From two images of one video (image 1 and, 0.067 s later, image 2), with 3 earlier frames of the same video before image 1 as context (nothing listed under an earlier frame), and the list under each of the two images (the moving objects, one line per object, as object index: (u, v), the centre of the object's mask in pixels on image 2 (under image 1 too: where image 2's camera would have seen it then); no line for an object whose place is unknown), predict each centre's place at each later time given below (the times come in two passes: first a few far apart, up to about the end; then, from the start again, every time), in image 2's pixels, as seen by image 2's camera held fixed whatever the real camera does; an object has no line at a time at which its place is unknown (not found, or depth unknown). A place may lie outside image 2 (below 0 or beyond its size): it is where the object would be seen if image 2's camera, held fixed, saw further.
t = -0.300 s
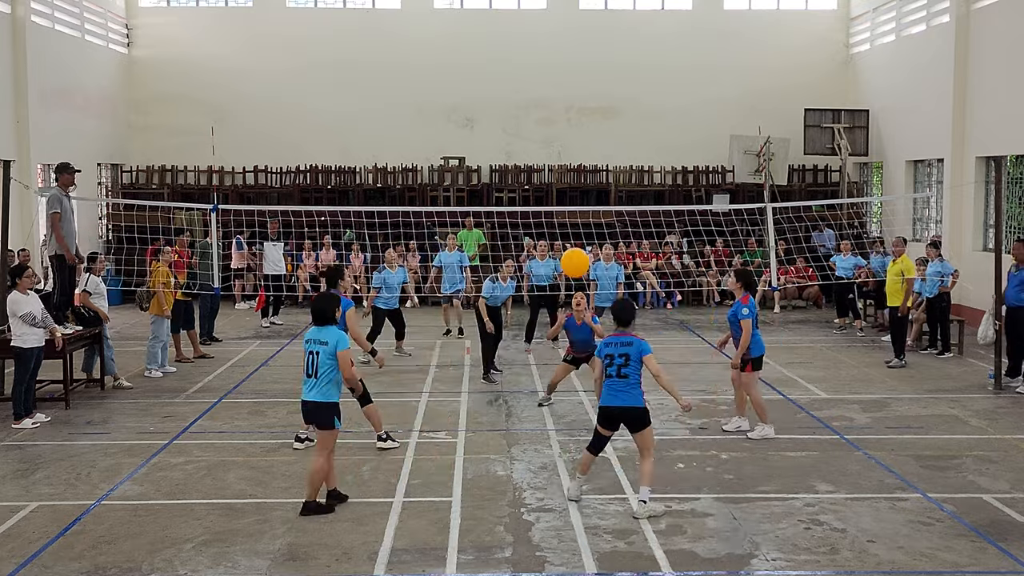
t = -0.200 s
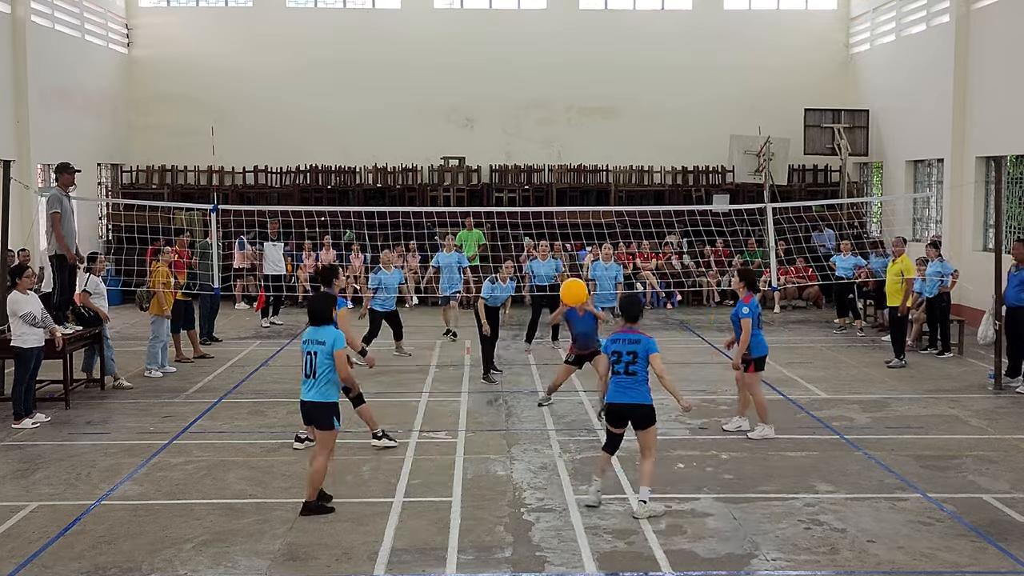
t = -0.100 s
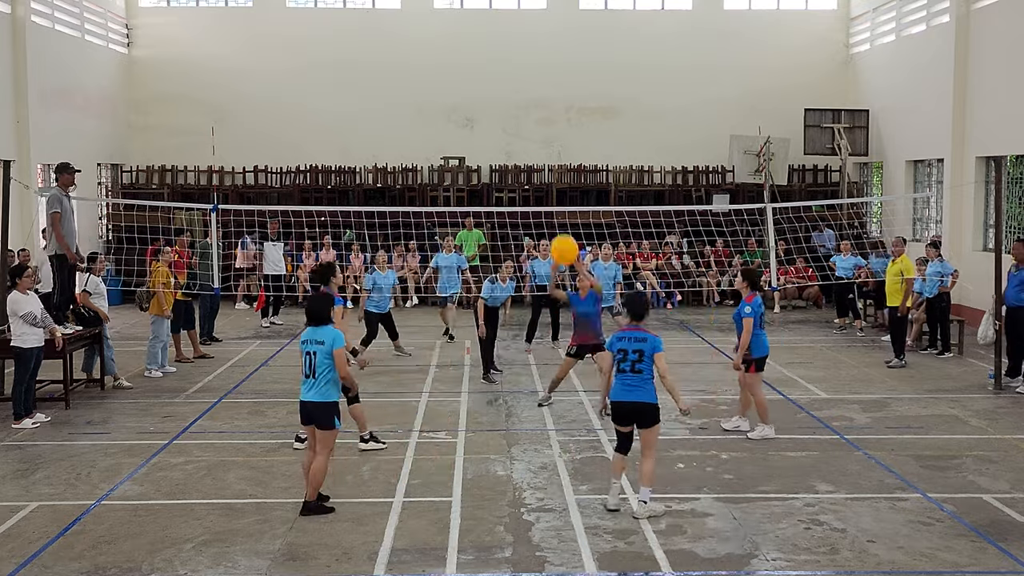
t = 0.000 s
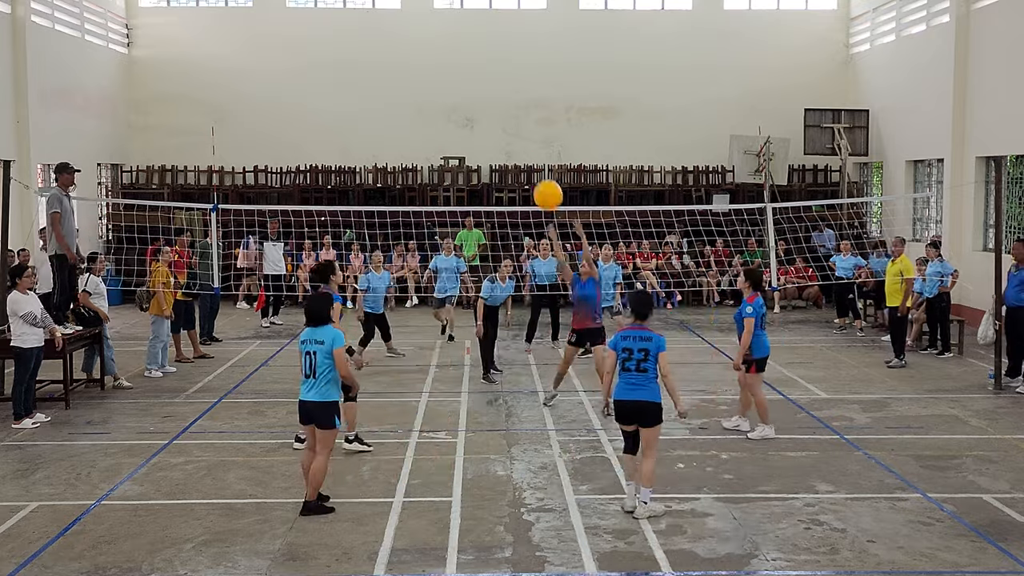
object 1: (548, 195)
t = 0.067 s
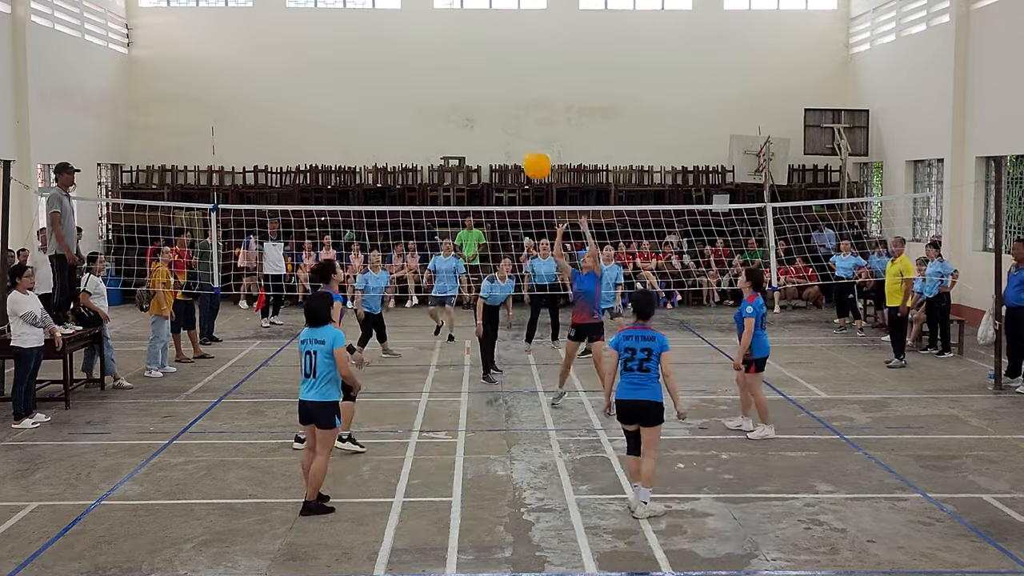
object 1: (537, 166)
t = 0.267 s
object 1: (504, 97)
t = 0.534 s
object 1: (461, 71)
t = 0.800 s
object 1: (416, 120)
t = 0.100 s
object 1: (532, 151)
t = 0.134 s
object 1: (526, 137)
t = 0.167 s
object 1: (521, 126)
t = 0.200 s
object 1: (515, 115)
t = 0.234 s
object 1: (510, 106)
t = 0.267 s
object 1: (504, 97)
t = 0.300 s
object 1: (499, 90)
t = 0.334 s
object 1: (494, 84)
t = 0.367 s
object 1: (488, 79)
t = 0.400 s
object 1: (483, 75)
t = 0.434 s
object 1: (477, 72)
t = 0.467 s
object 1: (472, 71)
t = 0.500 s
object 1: (466, 71)
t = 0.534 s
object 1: (461, 71)
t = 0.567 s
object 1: (455, 73)
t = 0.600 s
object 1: (450, 76)
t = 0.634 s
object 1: (444, 81)
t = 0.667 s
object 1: (438, 86)
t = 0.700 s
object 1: (433, 93)
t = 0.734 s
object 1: (427, 100)
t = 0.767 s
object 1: (422, 110)
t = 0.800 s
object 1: (416, 120)
